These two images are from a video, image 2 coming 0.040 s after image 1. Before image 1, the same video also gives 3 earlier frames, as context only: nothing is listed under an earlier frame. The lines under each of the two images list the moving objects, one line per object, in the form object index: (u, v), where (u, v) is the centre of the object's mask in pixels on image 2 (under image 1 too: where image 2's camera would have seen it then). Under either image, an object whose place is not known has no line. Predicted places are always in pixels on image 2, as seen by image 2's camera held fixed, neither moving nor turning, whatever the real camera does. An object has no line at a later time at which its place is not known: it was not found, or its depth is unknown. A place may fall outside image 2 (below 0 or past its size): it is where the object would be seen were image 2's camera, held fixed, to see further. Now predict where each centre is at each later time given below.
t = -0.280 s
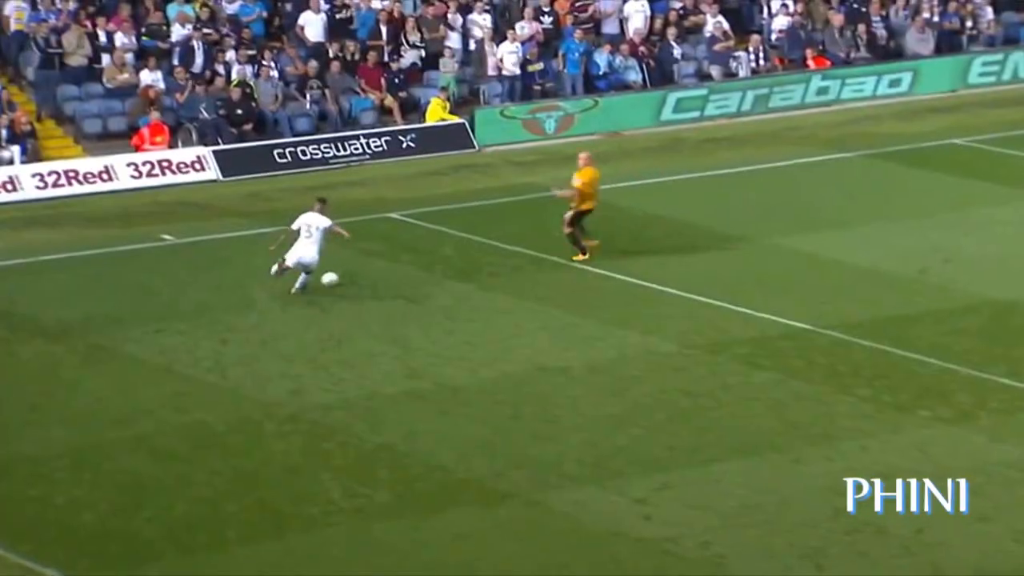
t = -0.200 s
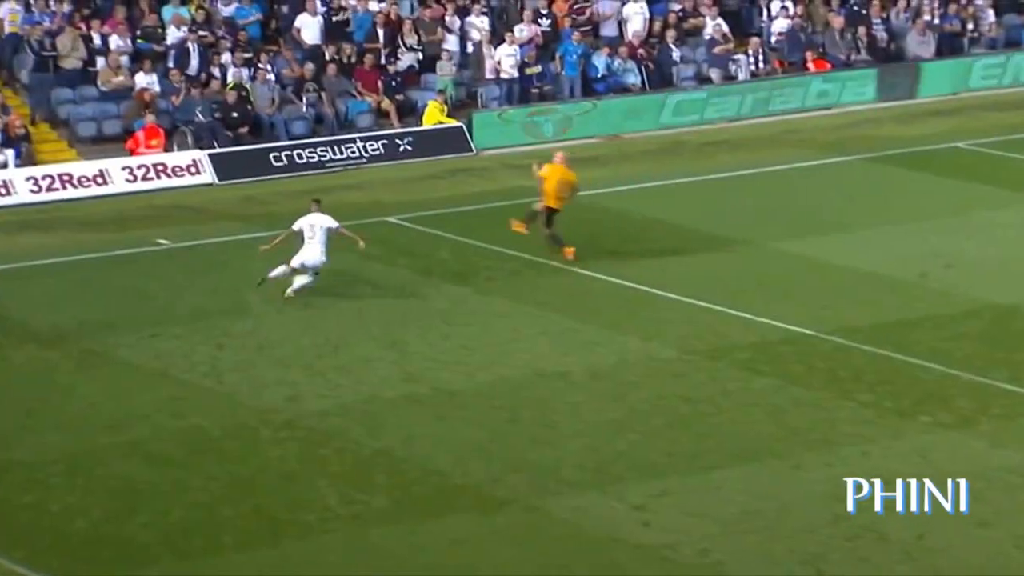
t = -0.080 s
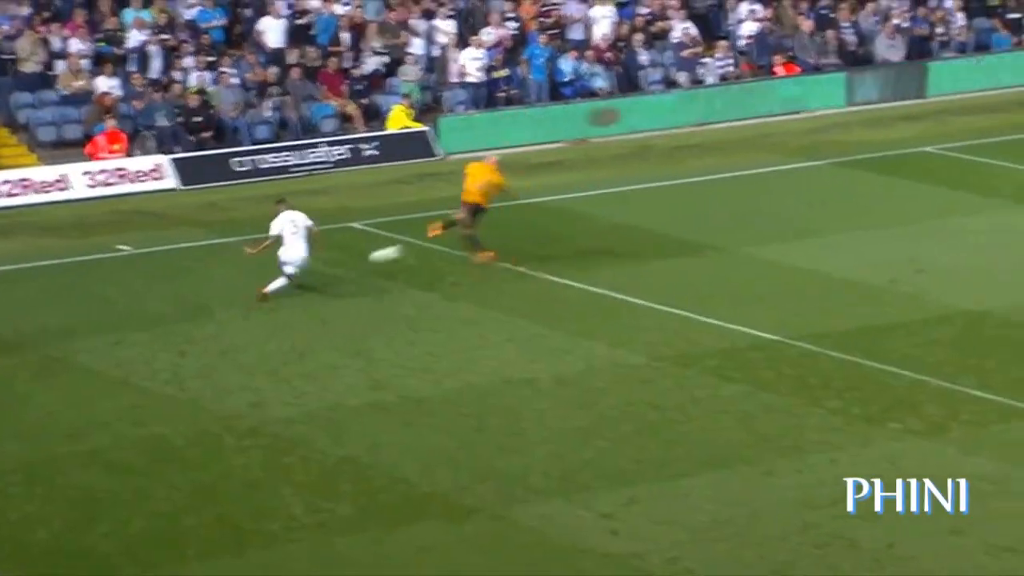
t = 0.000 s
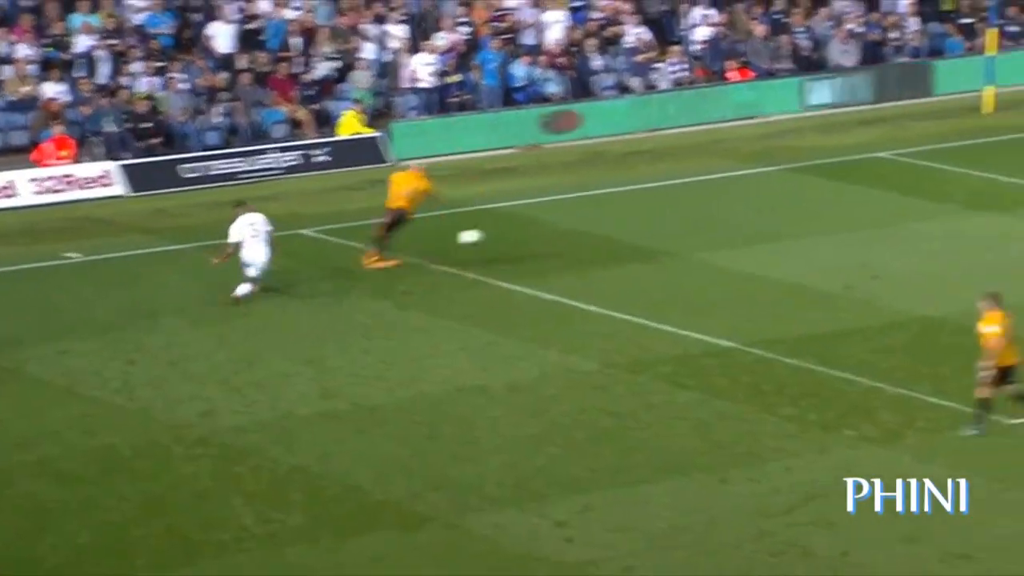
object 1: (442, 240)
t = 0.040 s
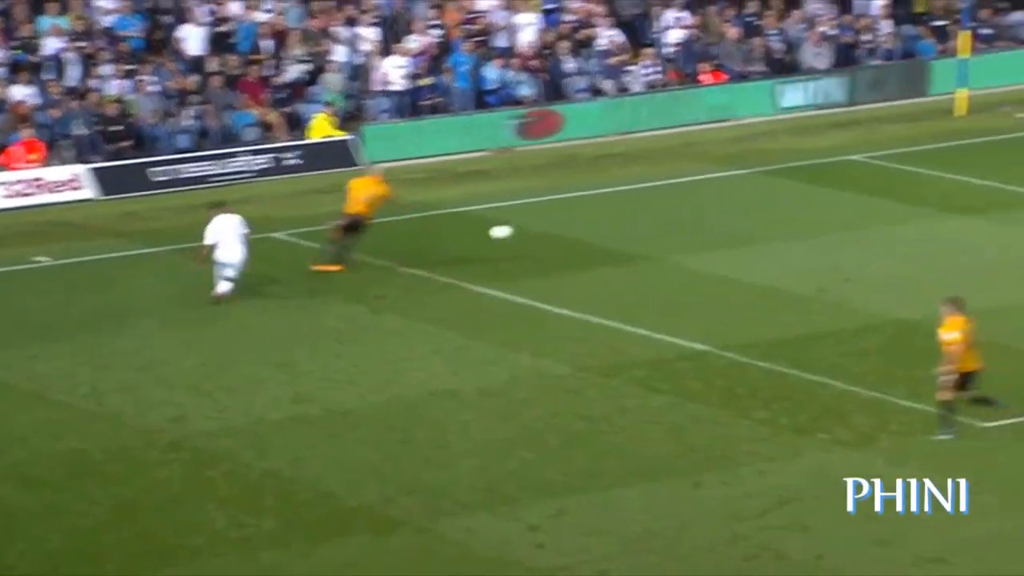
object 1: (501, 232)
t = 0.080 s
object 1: (558, 225)
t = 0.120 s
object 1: (615, 221)
